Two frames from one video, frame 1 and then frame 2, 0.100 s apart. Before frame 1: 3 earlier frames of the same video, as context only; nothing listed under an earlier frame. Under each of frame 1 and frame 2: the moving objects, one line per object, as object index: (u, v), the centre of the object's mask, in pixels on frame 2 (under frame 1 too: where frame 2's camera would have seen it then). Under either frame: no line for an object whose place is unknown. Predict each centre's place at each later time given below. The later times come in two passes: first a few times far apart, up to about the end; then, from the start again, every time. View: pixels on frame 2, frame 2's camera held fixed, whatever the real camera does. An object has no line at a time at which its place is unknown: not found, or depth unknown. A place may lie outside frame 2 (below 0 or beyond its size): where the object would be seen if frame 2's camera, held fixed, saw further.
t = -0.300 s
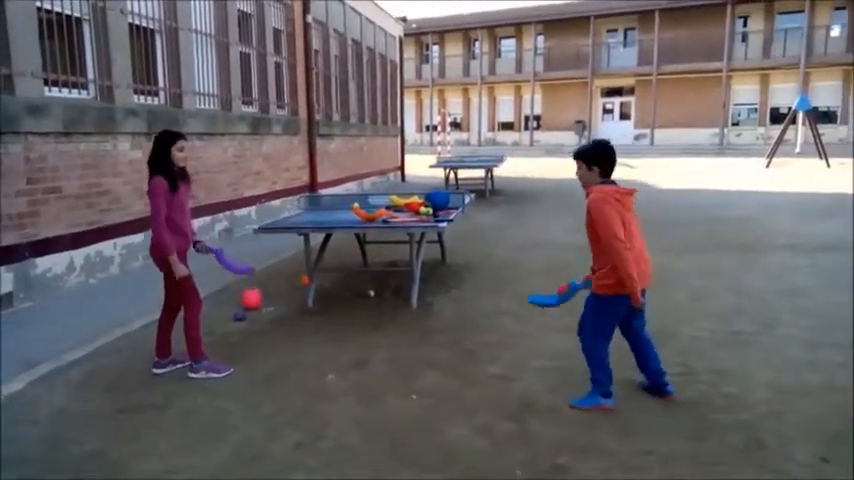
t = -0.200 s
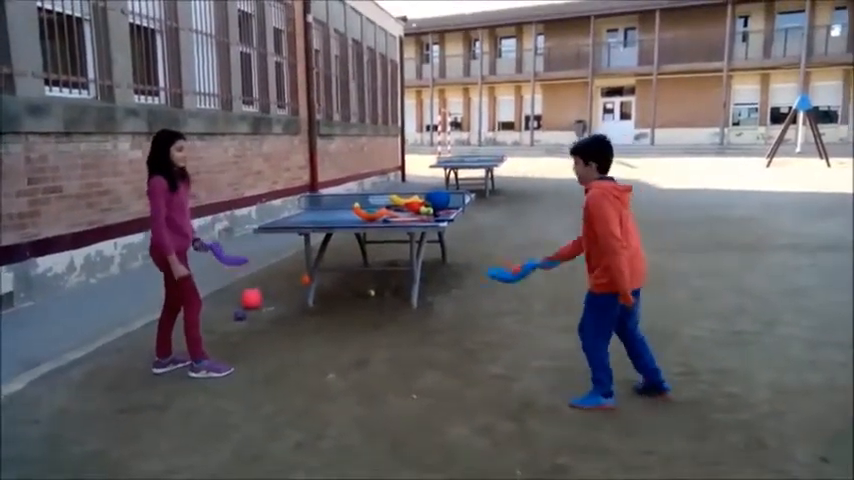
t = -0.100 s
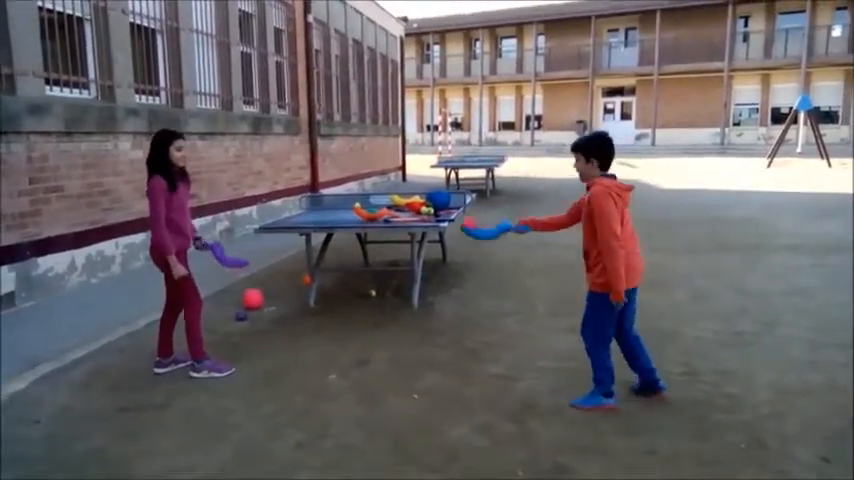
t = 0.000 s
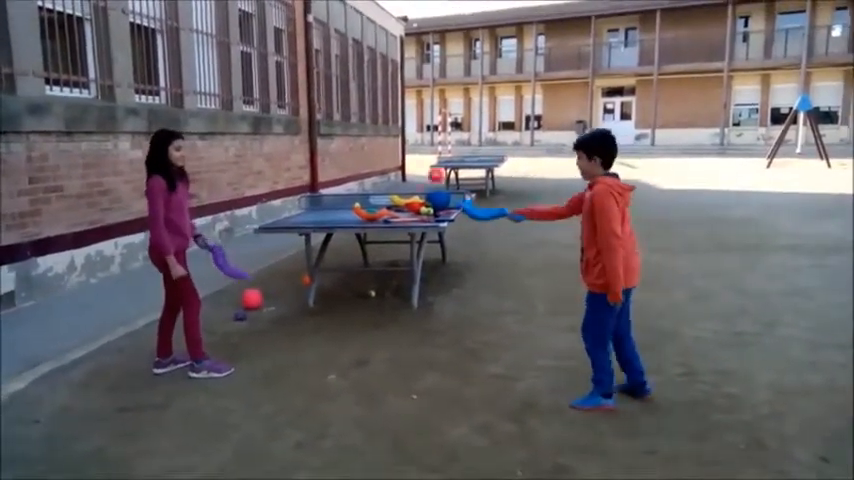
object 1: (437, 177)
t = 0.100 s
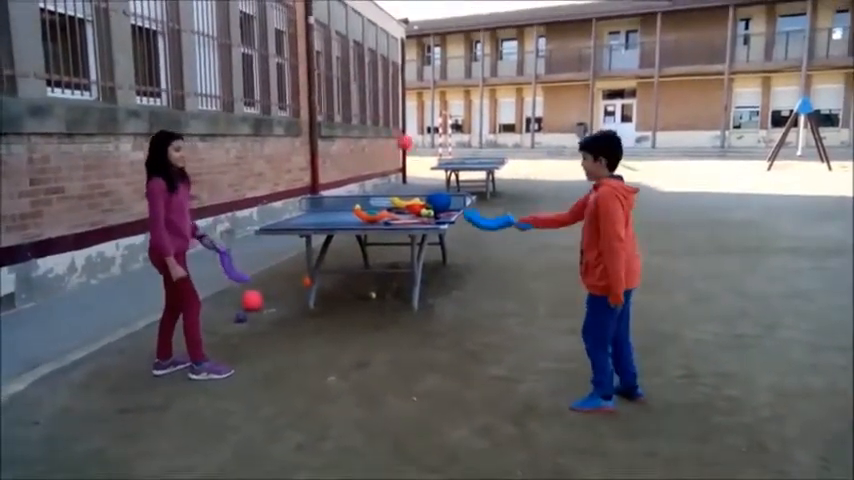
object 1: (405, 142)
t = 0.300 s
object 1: (344, 127)
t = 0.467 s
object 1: (294, 165)
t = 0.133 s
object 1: (393, 134)
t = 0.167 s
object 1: (385, 130)
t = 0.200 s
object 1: (374, 125)
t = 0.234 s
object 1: (361, 123)
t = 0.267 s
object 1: (352, 123)
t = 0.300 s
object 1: (344, 127)
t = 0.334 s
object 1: (333, 129)
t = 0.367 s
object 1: (324, 135)
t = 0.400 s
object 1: (312, 143)
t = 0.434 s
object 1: (304, 153)
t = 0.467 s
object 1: (294, 165)
